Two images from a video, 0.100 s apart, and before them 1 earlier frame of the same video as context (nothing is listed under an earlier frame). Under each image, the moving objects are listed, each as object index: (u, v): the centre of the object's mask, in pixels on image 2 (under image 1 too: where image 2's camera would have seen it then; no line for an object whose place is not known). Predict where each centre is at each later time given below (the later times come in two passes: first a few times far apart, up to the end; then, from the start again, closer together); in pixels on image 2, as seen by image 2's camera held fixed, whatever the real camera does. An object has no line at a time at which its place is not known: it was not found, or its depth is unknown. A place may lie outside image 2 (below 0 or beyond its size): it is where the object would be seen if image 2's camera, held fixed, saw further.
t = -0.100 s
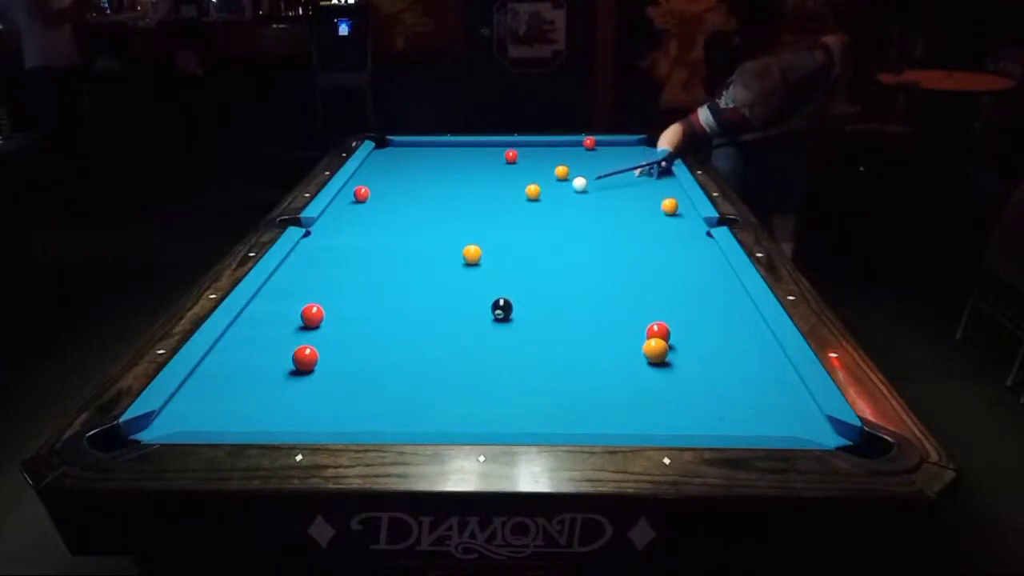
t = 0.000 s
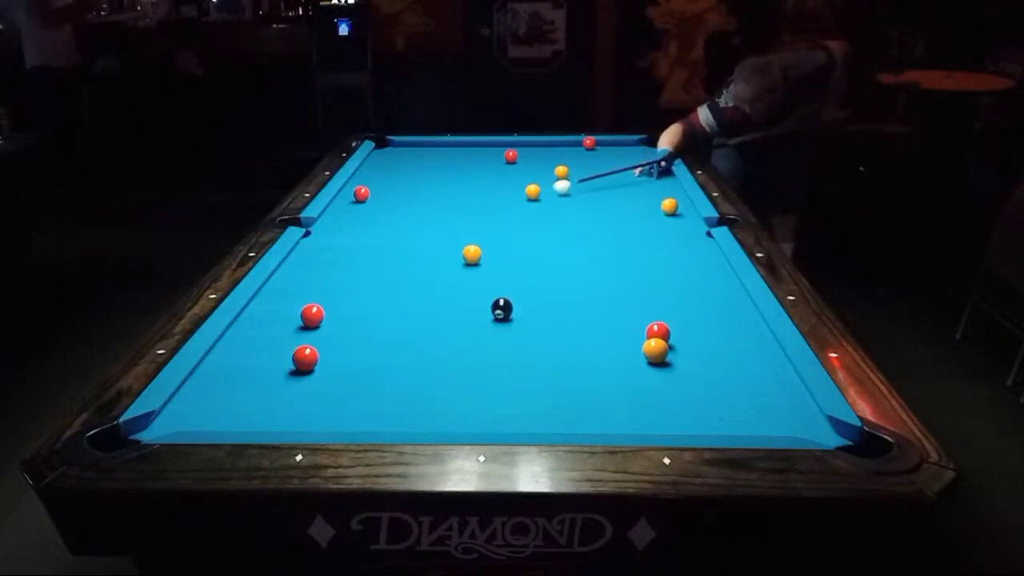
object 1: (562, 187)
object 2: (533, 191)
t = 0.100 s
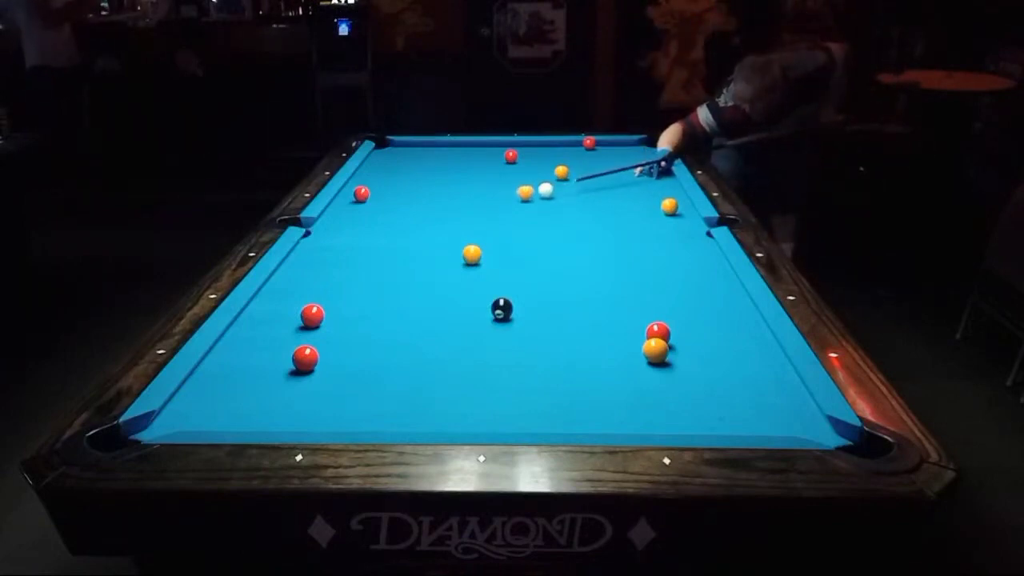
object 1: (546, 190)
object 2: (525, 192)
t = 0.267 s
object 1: (539, 192)
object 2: (495, 197)
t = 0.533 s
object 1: (525, 196)
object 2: (450, 204)
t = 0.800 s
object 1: (513, 199)
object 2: (405, 211)
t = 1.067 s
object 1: (503, 201)
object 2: (360, 217)
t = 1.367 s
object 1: (490, 204)
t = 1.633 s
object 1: (482, 207)
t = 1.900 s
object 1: (474, 209)
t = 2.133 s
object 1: (468, 210)
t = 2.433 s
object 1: (463, 211)
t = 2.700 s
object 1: (459, 212)
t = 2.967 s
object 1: (457, 212)
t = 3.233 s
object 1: (455, 213)
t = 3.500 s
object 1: (455, 213)
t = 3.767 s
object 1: (455, 213)
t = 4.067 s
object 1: (455, 213)
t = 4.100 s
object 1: (455, 213)
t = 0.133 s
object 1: (545, 190)
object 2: (518, 193)
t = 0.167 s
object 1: (544, 191)
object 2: (512, 194)
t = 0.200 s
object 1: (542, 191)
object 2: (506, 195)
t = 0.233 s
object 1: (540, 192)
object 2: (500, 196)
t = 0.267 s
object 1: (539, 192)
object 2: (495, 197)
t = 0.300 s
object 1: (537, 193)
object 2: (489, 198)
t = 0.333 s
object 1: (535, 193)
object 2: (484, 199)
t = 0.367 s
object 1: (534, 194)
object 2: (478, 200)
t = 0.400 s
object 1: (532, 194)
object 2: (473, 200)
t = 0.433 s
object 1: (530, 194)
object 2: (467, 201)
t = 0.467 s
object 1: (529, 195)
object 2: (462, 202)
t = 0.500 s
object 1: (527, 195)
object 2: (456, 203)
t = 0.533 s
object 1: (525, 196)
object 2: (450, 204)
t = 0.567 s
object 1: (524, 196)
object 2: (445, 205)
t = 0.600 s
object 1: (522, 196)
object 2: (439, 206)
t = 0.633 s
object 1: (521, 197)
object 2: (434, 206)
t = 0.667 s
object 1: (519, 197)
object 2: (428, 207)
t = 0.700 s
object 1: (518, 198)
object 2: (423, 208)
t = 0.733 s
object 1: (516, 198)
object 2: (417, 209)
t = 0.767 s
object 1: (515, 198)
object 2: (411, 210)
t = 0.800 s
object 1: (513, 199)
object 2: (405, 211)
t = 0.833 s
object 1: (512, 199)
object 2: (400, 212)
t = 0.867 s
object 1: (510, 200)
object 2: (394, 213)
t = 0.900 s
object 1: (509, 200)
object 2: (388, 213)
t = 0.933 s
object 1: (508, 200)
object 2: (383, 214)
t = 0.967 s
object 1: (506, 201)
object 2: (377, 215)
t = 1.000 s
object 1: (505, 201)
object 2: (371, 216)
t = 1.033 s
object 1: (503, 201)
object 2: (366, 217)
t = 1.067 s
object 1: (503, 201)
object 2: (360, 217)
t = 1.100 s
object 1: (500, 202)
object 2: (354, 218)
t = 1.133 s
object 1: (500, 202)
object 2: (348, 219)
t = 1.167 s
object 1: (498, 203)
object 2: (343, 220)
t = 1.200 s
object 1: (497, 203)
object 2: (337, 221)
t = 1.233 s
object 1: (495, 203)
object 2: (331, 222)
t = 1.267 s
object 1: (494, 203)
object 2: (326, 222)
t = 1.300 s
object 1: (493, 204)
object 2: (320, 223)
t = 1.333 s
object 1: (492, 204)
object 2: (314, 224)
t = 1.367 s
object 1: (490, 204)
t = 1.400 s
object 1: (489, 205)
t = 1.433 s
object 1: (488, 205)
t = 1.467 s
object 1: (487, 205)
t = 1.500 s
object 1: (486, 205)
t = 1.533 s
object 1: (485, 206)
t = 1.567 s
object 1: (484, 206)
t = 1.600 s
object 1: (483, 206)
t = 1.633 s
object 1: (482, 207)
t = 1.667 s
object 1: (481, 207)
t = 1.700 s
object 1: (480, 207)
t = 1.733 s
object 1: (479, 207)
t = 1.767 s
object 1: (478, 207)
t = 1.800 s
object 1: (476, 208)
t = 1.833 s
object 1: (476, 208)
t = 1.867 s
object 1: (475, 208)
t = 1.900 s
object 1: (474, 209)
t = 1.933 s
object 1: (473, 209)
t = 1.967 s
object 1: (472, 209)
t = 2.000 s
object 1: (472, 209)
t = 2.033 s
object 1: (471, 209)
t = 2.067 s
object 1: (470, 209)
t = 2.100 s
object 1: (469, 210)
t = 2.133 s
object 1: (468, 210)
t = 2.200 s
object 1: (467, 210)
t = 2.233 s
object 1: (467, 210)
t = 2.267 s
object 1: (466, 211)
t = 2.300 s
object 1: (465, 211)
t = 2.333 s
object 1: (465, 211)
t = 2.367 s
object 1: (464, 211)
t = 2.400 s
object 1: (463, 211)
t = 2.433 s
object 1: (463, 211)
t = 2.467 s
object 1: (462, 212)
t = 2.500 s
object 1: (462, 212)
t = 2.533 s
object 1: (461, 212)
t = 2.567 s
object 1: (461, 212)
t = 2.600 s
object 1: (460, 212)
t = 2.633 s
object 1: (460, 212)
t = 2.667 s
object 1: (459, 212)
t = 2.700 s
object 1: (459, 212)
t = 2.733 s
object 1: (459, 212)
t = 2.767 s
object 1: (458, 212)
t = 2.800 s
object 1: (458, 212)
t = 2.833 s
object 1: (458, 212)
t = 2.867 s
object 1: (457, 212)
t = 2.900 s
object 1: (457, 212)
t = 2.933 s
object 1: (457, 212)
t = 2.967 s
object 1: (457, 212)
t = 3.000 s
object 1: (456, 213)
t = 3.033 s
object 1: (456, 212)
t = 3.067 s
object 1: (456, 213)
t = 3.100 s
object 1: (456, 213)
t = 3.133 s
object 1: (456, 213)
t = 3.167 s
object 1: (455, 213)
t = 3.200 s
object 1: (455, 214)
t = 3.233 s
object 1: (455, 213)
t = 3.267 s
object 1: (455, 213)
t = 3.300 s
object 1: (455, 213)
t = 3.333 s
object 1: (455, 213)
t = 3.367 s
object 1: (455, 213)
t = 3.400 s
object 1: (455, 213)
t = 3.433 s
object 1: (455, 213)
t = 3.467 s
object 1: (455, 213)
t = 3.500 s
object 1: (455, 213)
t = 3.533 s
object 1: (455, 213)
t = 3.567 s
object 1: (455, 213)
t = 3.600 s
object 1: (455, 213)
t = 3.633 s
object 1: (455, 213)
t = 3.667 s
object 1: (455, 213)
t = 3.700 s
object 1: (455, 213)
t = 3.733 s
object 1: (455, 213)
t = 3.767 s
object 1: (455, 213)
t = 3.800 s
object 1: (455, 213)
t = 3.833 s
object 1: (455, 213)
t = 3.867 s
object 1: (455, 213)
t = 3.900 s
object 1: (455, 213)
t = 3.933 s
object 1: (455, 213)
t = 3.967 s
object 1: (455, 213)
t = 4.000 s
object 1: (455, 213)
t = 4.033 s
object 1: (455, 213)
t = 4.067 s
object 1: (455, 213)
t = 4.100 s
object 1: (455, 213)
